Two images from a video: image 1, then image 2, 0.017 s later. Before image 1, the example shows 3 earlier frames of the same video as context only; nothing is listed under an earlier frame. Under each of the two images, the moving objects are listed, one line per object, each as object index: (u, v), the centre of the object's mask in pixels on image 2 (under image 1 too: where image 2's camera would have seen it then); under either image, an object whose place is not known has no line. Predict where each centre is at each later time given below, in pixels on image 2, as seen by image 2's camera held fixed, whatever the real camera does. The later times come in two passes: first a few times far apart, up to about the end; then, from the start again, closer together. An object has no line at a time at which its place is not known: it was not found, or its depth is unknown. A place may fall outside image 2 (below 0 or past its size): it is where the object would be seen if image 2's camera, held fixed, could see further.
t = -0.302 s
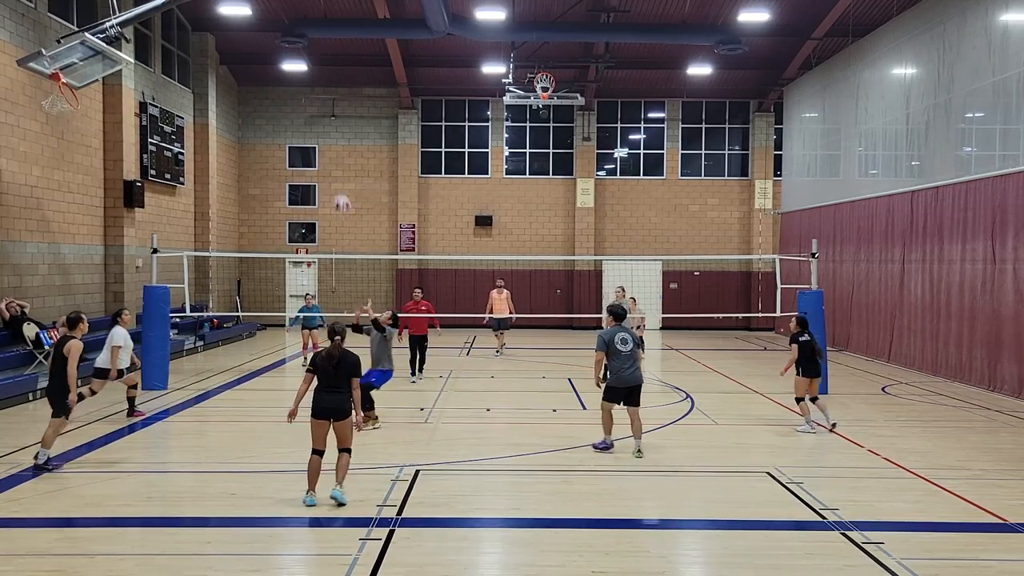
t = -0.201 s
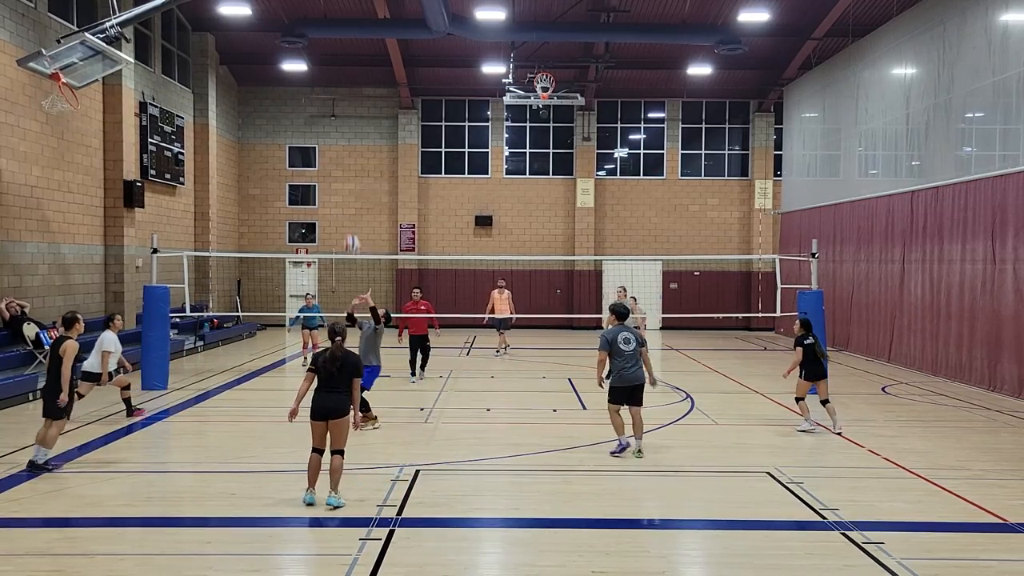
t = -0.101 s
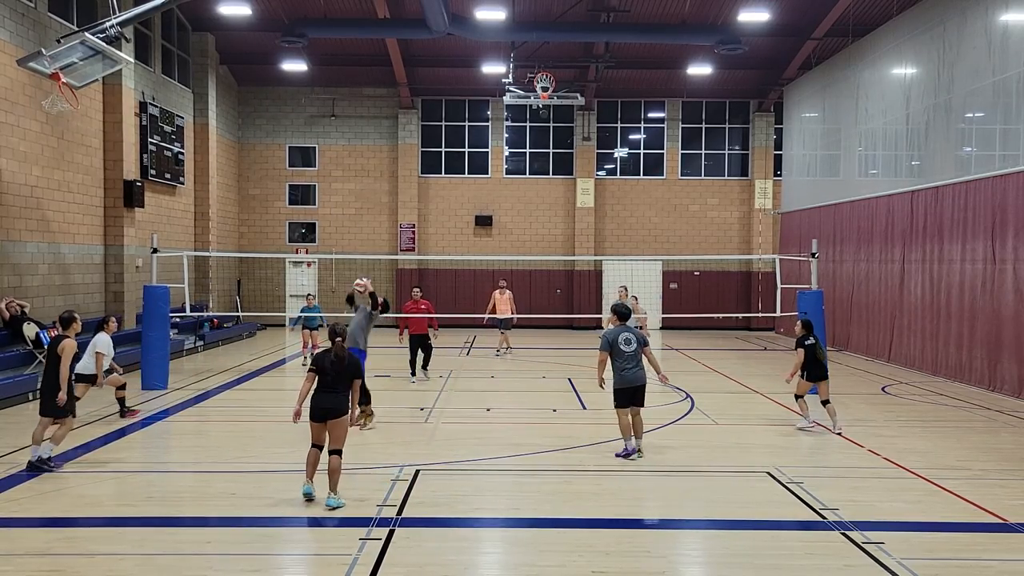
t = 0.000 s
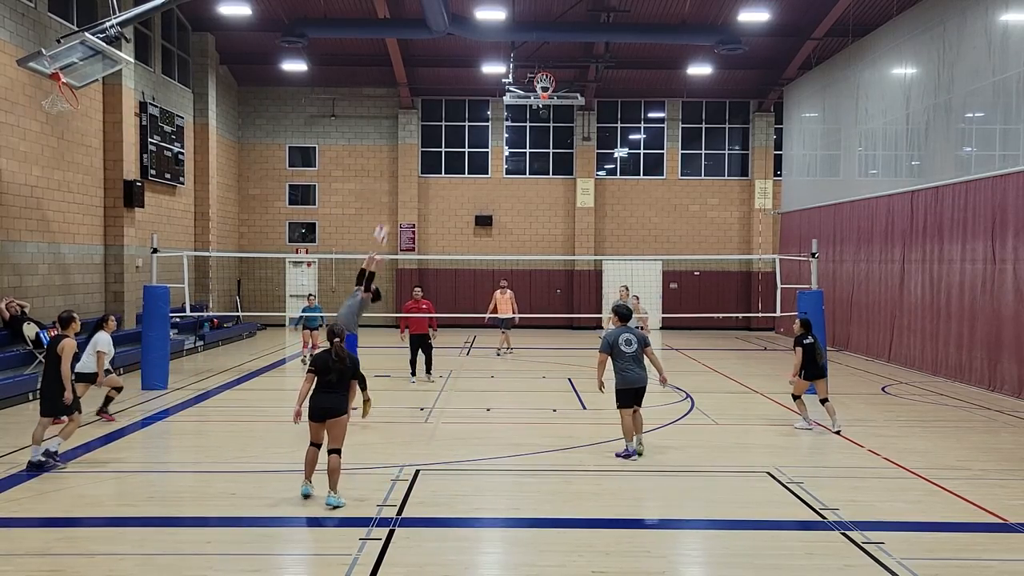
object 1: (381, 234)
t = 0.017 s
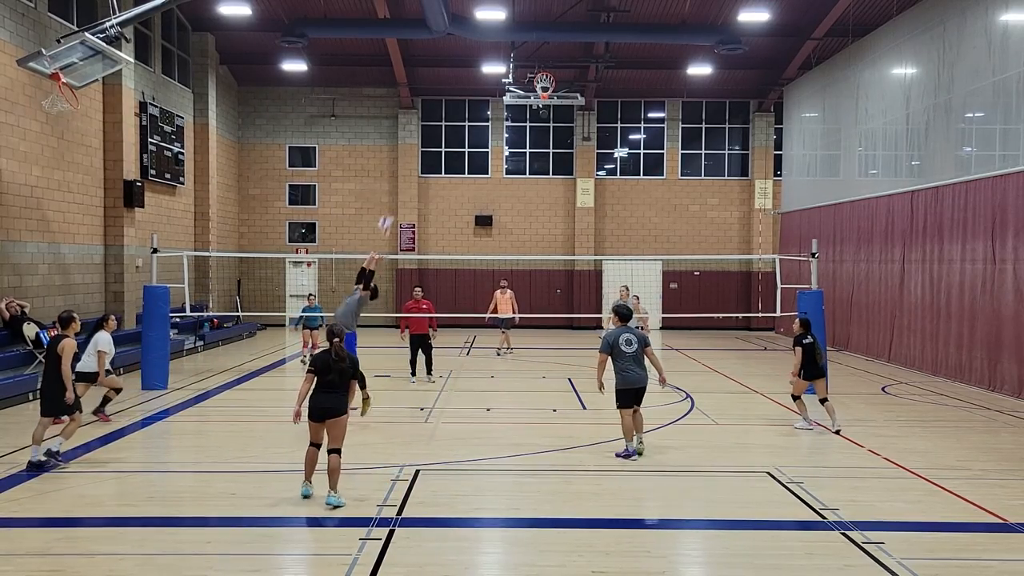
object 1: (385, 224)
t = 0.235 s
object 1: (437, 124)
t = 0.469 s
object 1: (489, 62)
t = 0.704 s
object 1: (538, 44)
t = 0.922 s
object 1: (580, 60)
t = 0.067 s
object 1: (398, 197)
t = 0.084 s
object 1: (402, 188)
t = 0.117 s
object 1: (410, 172)
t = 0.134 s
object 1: (414, 163)
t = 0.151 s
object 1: (418, 157)
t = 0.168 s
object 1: (422, 149)
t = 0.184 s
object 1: (426, 143)
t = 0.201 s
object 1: (429, 137)
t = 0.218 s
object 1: (433, 130)
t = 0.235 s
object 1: (437, 124)
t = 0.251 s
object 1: (442, 118)
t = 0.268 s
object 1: (445, 112)
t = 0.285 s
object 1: (449, 107)
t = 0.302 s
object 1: (453, 102)
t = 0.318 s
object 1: (456, 97)
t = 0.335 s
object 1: (460, 92)
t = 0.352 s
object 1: (464, 87)
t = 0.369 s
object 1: (468, 83)
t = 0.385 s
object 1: (472, 79)
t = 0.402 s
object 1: (475, 76)
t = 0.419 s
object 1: (478, 73)
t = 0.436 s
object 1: (481, 69)
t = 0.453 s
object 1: (486, 65)
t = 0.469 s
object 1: (489, 62)
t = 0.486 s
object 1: (494, 58)
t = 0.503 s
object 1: (497, 57)
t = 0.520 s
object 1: (501, 54)
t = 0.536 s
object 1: (504, 53)
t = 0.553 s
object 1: (508, 52)
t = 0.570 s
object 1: (511, 50)
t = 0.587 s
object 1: (515, 48)
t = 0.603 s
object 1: (518, 47)
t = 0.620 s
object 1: (521, 46)
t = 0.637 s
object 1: (525, 46)
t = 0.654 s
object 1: (528, 45)
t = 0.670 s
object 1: (531, 44)
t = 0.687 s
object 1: (535, 44)
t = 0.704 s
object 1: (538, 44)
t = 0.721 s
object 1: (541, 44)
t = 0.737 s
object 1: (545, 44)
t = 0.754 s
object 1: (548, 45)
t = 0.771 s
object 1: (551, 45)
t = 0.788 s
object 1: (554, 47)
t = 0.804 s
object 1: (558, 48)
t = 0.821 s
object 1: (561, 49)
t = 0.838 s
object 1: (564, 50)
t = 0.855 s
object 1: (568, 52)
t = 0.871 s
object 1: (571, 54)
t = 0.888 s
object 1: (574, 56)
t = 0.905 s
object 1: (577, 58)
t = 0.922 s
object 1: (580, 60)
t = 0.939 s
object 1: (583, 63)
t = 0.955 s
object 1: (586, 66)
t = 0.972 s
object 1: (589, 69)
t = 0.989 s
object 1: (592, 72)
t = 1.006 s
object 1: (595, 75)
